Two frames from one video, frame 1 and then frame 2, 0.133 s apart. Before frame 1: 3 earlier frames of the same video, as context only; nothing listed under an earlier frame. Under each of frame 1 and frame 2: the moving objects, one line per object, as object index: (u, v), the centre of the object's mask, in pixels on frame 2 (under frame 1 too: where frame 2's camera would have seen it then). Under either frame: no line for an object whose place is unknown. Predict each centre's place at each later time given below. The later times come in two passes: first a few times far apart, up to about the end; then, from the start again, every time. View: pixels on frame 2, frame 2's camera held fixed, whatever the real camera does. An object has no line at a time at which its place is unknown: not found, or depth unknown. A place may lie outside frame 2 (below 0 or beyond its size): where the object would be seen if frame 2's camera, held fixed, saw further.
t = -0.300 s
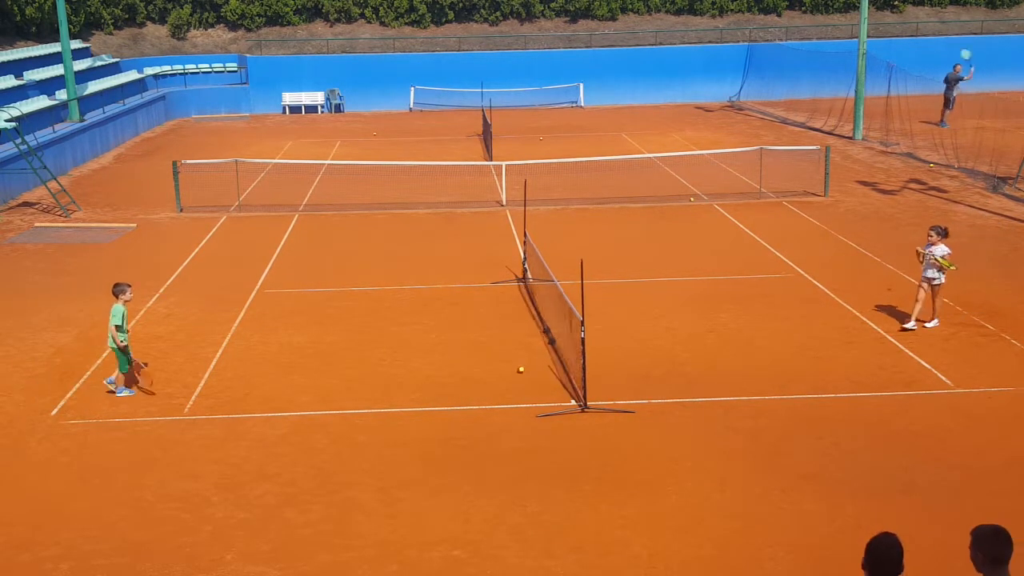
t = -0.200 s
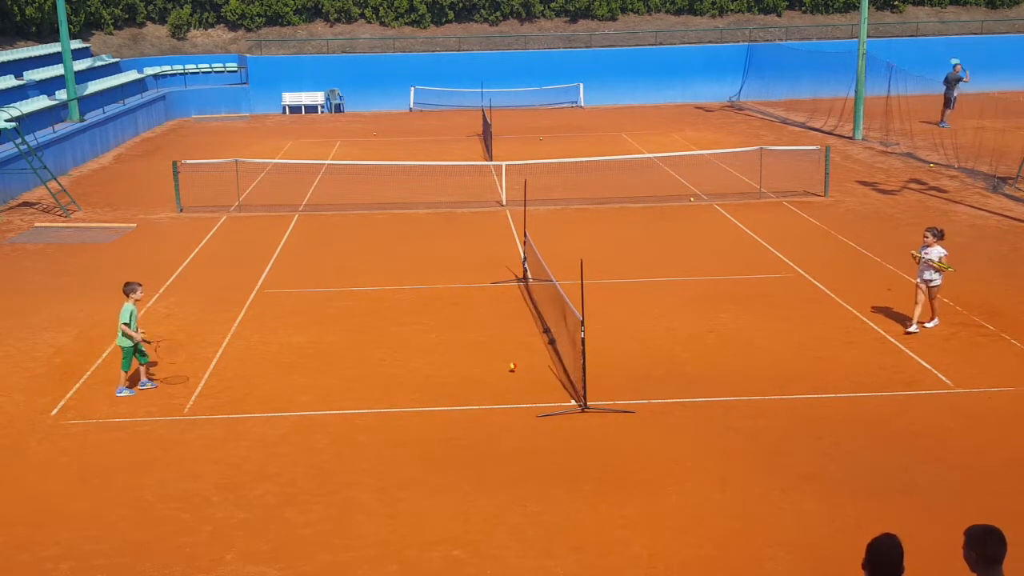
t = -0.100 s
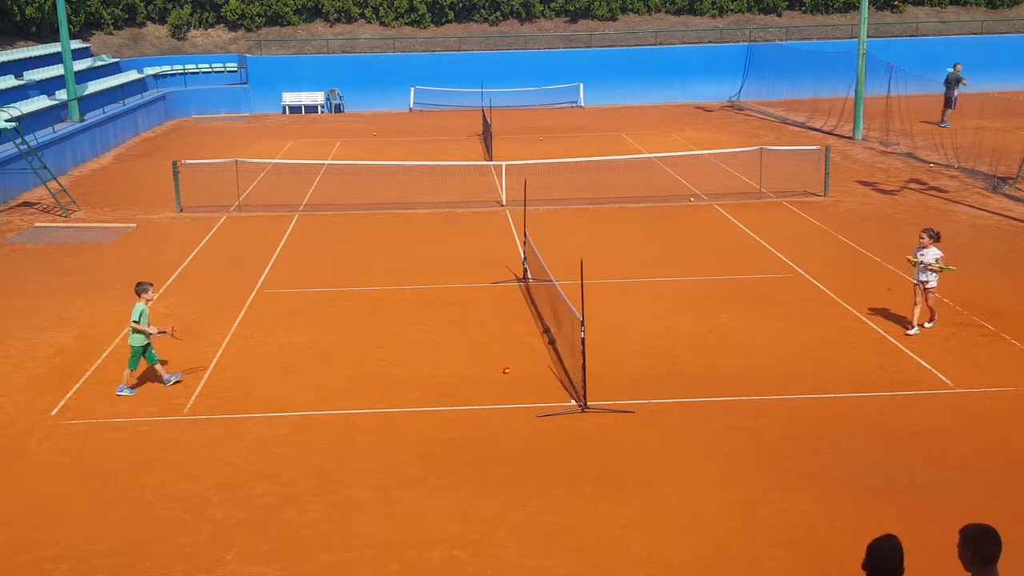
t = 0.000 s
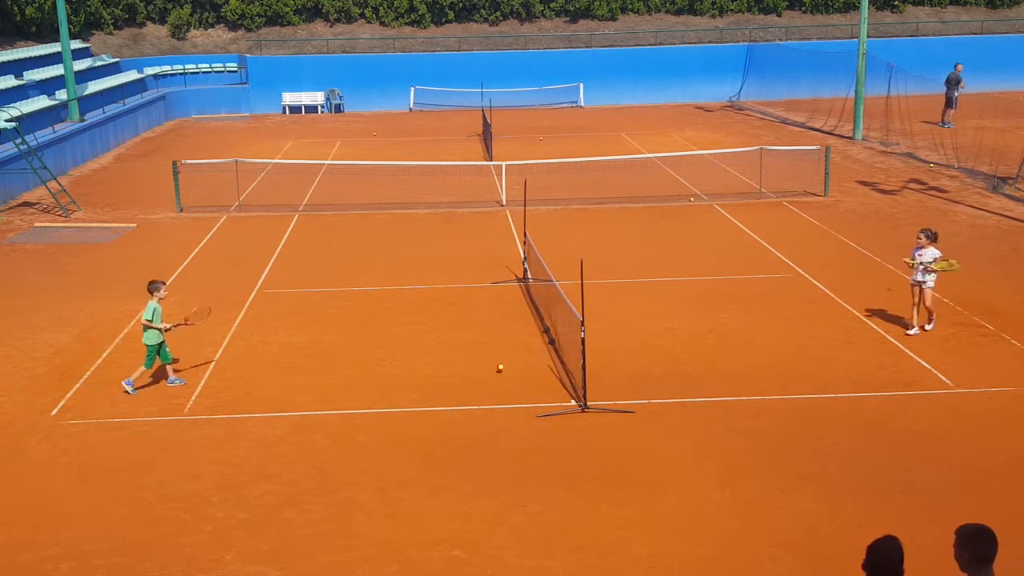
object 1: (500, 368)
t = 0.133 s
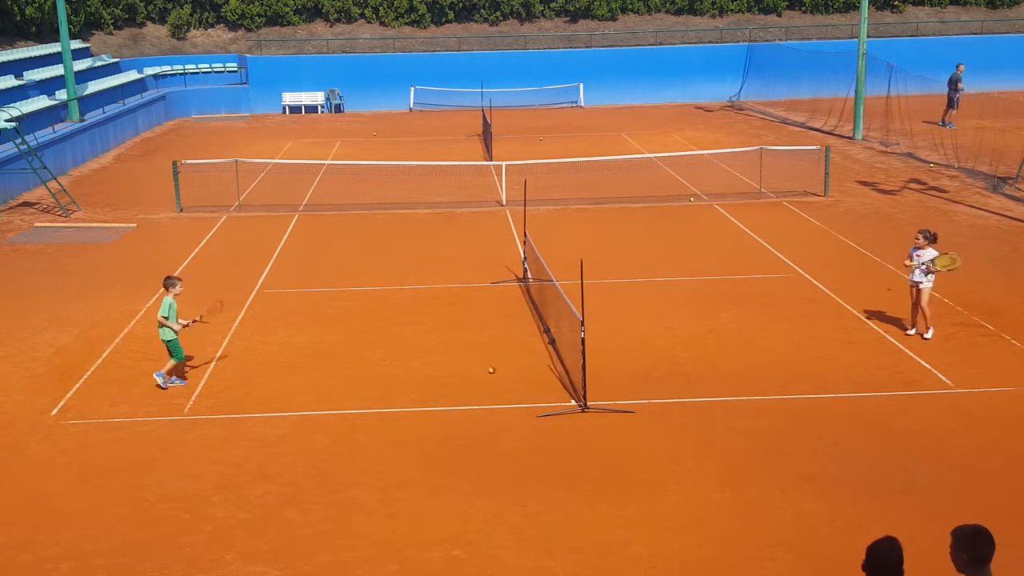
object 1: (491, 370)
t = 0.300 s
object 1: (482, 370)
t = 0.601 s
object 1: (467, 372)
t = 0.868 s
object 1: (455, 372)
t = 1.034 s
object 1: (448, 372)
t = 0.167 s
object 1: (489, 370)
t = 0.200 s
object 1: (487, 370)
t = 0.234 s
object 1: (486, 371)
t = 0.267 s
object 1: (484, 371)
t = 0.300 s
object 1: (482, 370)
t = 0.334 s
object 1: (481, 370)
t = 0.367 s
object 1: (479, 370)
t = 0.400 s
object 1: (477, 370)
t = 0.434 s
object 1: (475, 370)
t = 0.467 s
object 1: (474, 371)
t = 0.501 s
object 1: (472, 371)
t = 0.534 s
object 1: (470, 371)
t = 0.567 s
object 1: (469, 372)
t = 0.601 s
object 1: (467, 372)
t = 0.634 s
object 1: (466, 372)
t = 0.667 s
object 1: (464, 371)
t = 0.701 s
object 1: (463, 371)
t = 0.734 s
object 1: (462, 371)
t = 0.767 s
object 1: (460, 372)
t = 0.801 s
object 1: (458, 371)
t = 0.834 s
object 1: (457, 371)
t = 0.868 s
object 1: (455, 372)
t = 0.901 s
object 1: (453, 372)
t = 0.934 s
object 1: (452, 372)
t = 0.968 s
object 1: (451, 372)
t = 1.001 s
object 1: (450, 372)
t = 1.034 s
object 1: (448, 372)
